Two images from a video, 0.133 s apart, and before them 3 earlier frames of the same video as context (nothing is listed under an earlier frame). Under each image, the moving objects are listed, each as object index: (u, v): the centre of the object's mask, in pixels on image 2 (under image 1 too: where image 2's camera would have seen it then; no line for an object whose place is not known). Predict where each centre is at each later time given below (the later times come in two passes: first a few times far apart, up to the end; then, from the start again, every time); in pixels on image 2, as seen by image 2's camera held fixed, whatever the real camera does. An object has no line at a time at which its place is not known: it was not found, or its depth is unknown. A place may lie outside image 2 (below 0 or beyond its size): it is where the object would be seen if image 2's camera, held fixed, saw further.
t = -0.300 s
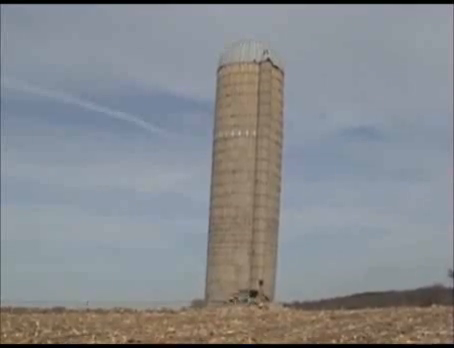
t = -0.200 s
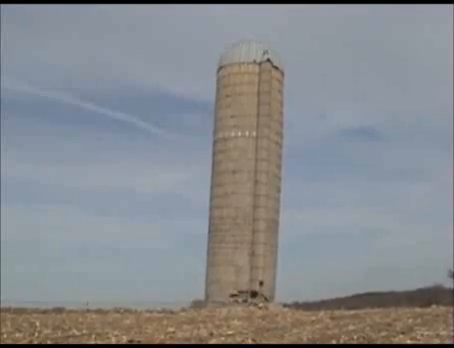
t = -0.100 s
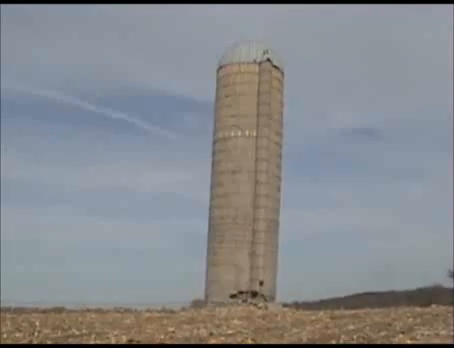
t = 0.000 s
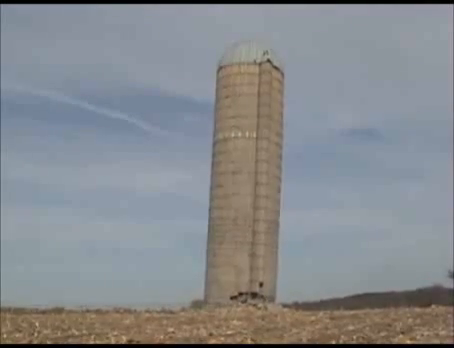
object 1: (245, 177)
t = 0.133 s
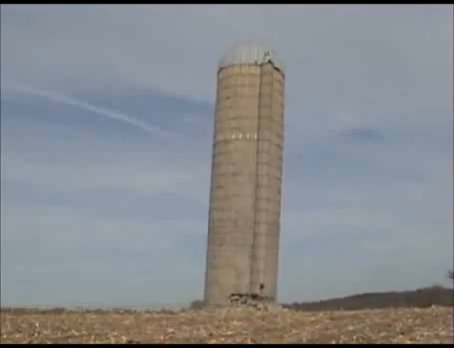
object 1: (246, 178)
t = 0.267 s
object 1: (246, 179)
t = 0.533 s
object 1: (250, 179)
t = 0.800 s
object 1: (253, 181)
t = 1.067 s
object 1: (258, 180)
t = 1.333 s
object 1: (262, 180)
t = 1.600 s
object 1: (267, 179)
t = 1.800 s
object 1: (271, 179)
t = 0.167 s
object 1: (246, 178)
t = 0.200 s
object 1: (246, 178)
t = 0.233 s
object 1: (246, 178)
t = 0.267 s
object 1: (246, 179)
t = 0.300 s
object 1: (247, 179)
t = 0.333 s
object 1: (247, 179)
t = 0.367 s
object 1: (247, 179)
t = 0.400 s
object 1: (248, 179)
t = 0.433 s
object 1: (248, 179)
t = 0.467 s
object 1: (249, 179)
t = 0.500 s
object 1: (249, 179)
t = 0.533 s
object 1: (250, 179)
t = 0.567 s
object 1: (250, 180)
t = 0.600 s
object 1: (250, 181)
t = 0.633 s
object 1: (251, 181)
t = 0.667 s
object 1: (251, 181)
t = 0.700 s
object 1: (251, 181)
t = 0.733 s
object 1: (252, 181)
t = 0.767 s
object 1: (252, 181)
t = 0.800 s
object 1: (253, 181)
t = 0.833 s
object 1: (253, 181)
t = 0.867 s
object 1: (254, 180)
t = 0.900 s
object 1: (254, 180)
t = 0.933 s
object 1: (255, 180)
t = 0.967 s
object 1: (255, 180)
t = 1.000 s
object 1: (256, 180)
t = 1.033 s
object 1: (257, 180)
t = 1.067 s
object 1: (258, 180)
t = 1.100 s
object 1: (258, 180)
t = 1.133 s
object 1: (259, 180)
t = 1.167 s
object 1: (259, 180)
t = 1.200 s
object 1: (260, 180)
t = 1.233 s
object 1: (260, 180)
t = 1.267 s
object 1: (261, 180)
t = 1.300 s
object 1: (261, 180)
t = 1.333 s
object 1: (262, 180)
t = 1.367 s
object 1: (263, 180)
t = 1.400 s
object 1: (263, 179)
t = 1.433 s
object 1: (264, 179)
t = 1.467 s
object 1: (264, 179)
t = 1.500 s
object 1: (265, 180)
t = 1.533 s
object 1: (266, 179)
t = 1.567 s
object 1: (266, 179)
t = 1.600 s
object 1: (267, 179)
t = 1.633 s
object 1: (267, 179)
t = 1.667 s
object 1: (268, 179)
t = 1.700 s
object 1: (268, 179)
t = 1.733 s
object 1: (269, 179)
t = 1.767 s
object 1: (270, 179)
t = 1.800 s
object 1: (271, 179)
